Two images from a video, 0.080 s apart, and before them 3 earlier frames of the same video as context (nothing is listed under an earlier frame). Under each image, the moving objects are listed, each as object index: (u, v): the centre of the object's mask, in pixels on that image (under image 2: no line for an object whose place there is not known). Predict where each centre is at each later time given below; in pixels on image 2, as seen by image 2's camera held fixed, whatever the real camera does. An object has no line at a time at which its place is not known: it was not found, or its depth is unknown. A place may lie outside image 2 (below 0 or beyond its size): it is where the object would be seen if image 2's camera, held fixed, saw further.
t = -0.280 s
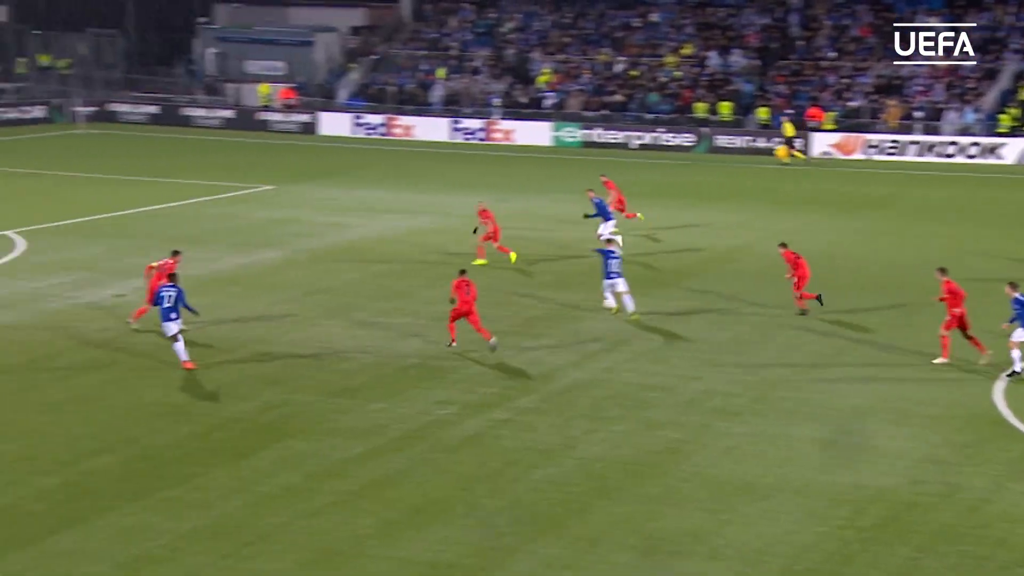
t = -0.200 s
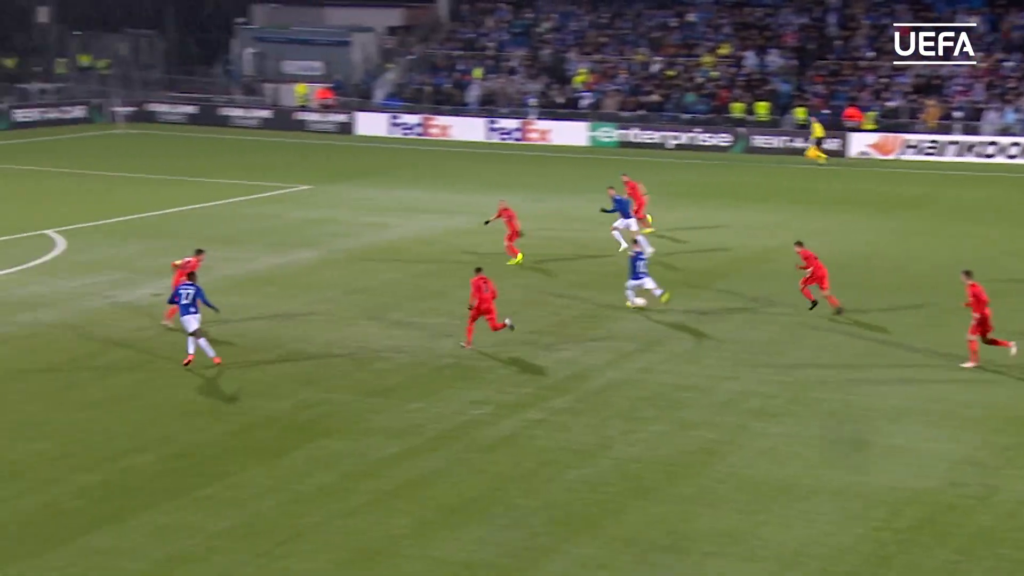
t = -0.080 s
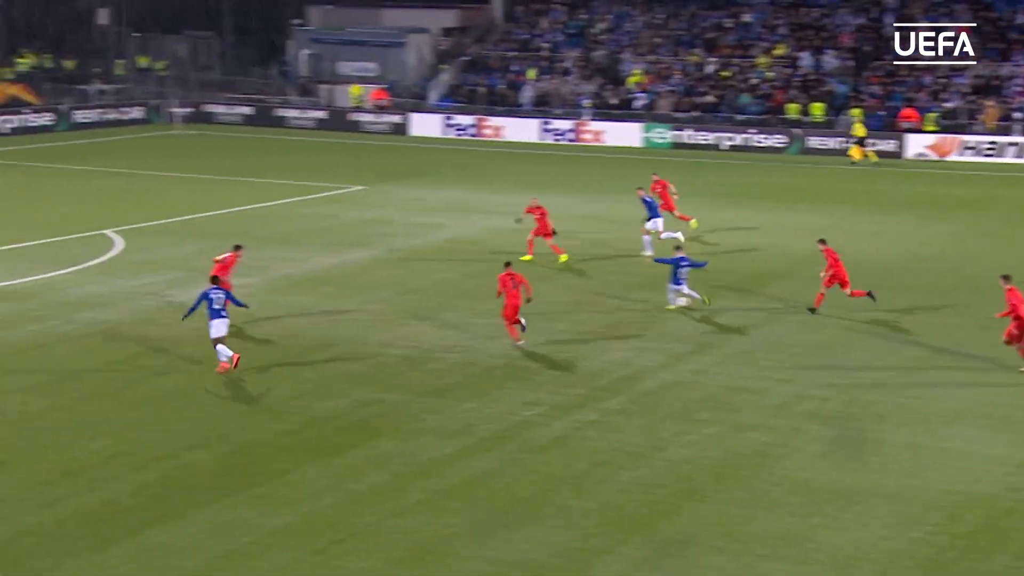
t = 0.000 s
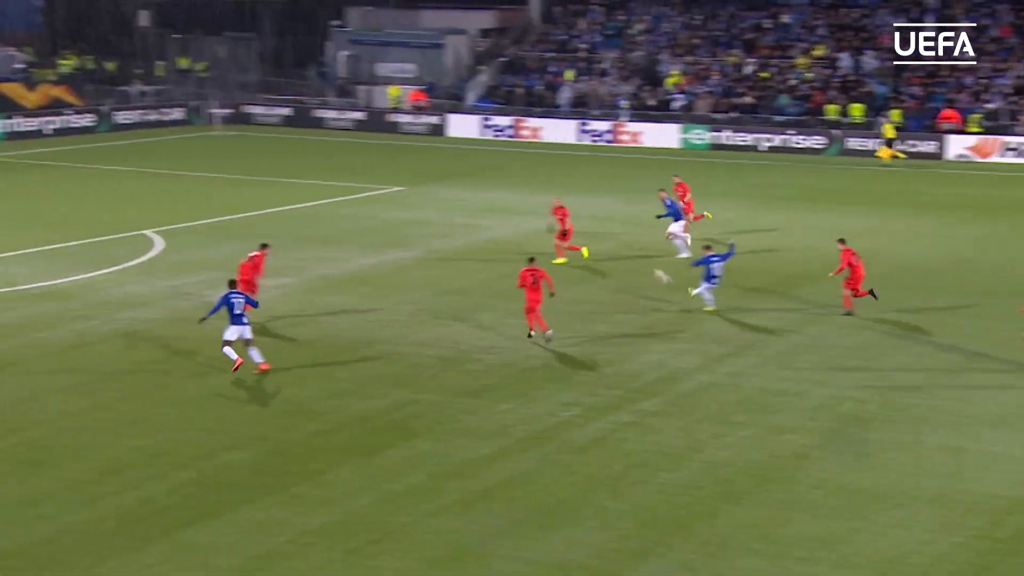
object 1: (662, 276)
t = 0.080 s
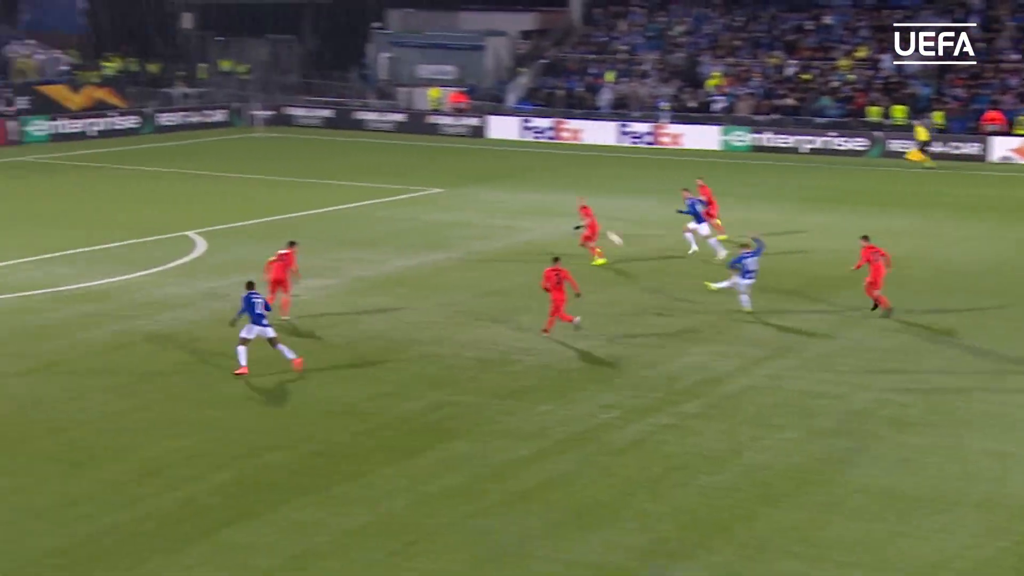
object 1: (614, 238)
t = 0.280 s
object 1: (416, 154)
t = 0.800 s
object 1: (-28, 52)
